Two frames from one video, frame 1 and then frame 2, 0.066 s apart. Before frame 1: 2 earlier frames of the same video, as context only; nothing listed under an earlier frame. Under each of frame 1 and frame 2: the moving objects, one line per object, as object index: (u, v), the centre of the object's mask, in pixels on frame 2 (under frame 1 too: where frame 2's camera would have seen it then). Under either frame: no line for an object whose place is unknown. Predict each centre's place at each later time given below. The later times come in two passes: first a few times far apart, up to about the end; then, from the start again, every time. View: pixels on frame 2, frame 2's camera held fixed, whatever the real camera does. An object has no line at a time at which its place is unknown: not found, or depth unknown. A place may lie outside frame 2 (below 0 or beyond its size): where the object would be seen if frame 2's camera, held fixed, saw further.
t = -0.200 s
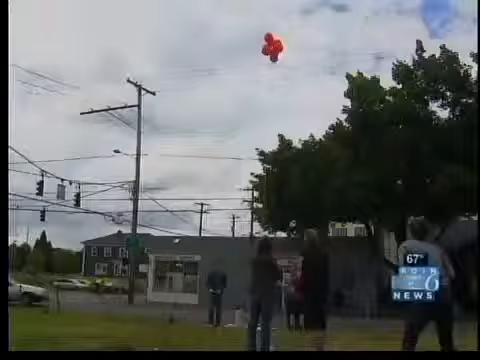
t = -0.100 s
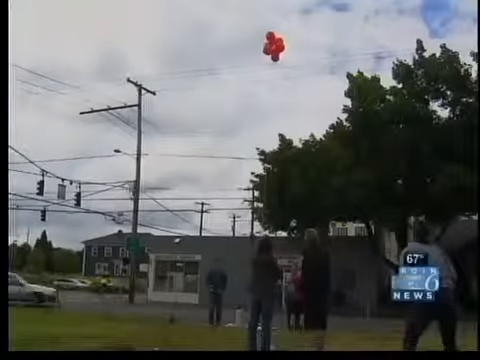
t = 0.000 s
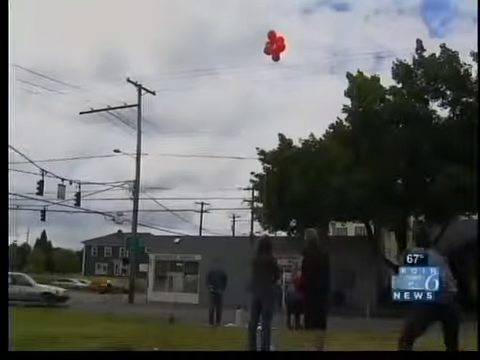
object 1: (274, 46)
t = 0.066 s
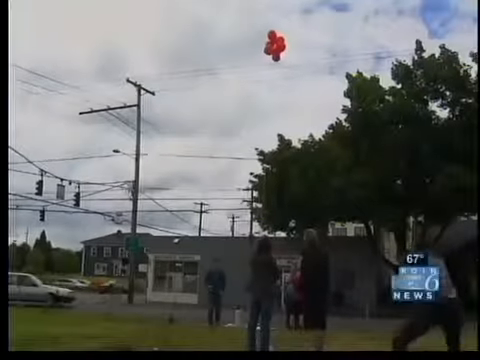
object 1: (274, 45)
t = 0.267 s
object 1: (277, 43)
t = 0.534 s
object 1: (278, 38)
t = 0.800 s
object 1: (276, 33)
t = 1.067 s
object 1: (275, 29)
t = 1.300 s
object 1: (275, 25)
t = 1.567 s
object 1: (277, 22)
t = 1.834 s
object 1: (277, 21)
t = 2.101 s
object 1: (277, 21)
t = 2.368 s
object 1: (279, 21)
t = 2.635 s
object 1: (285, 21)
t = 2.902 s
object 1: (292, 20)
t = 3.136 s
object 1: (293, 24)
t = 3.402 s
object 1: (292, 37)
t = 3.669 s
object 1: (290, 49)
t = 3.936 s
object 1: (289, 58)
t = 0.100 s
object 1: (275, 45)
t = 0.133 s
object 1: (275, 44)
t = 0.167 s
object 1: (276, 44)
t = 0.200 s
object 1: (276, 44)
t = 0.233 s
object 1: (276, 43)
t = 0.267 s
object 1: (277, 43)
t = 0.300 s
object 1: (277, 42)
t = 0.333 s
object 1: (277, 41)
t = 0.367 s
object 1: (277, 41)
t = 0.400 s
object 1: (277, 40)
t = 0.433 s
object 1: (278, 40)
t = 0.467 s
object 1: (278, 39)
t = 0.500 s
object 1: (278, 39)
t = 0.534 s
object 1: (278, 38)
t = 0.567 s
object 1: (277, 37)
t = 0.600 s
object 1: (277, 37)
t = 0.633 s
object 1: (277, 36)
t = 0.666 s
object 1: (277, 35)
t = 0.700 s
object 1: (276, 35)
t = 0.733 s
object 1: (276, 34)
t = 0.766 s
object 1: (276, 34)
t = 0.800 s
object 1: (276, 33)
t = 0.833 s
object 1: (276, 32)
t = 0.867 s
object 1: (275, 32)
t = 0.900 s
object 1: (275, 31)
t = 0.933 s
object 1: (275, 31)
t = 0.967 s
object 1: (275, 30)
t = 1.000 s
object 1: (275, 30)
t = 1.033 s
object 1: (275, 29)
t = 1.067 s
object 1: (275, 29)
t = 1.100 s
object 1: (275, 28)
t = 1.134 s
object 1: (275, 27)
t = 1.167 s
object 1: (275, 27)
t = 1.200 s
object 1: (275, 26)
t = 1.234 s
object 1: (275, 26)
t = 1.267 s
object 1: (275, 25)
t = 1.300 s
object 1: (275, 25)
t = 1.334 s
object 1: (276, 25)
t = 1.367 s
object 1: (276, 24)
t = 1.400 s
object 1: (276, 24)
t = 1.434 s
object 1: (276, 23)
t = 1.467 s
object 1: (276, 23)
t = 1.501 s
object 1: (277, 23)
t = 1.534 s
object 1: (277, 23)
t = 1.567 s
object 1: (277, 22)
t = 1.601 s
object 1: (277, 22)
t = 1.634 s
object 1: (277, 22)
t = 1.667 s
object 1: (277, 21)
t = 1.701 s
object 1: (277, 21)
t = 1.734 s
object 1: (277, 21)
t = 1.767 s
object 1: (277, 21)
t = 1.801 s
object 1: (277, 21)
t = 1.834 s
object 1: (277, 21)
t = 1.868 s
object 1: (277, 21)
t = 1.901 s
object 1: (277, 22)
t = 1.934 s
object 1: (277, 22)
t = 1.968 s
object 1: (277, 21)
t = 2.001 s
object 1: (277, 22)
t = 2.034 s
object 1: (277, 22)
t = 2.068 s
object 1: (277, 21)
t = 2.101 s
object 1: (277, 21)
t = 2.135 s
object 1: (277, 21)
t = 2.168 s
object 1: (277, 21)
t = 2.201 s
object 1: (278, 21)
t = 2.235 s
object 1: (278, 21)
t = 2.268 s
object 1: (278, 21)
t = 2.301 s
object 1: (278, 21)
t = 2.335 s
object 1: (279, 21)
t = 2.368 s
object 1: (279, 21)
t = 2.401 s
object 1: (280, 21)
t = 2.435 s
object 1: (280, 21)
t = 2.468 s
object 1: (281, 21)
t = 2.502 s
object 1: (281, 21)
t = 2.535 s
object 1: (282, 21)
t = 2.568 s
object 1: (283, 22)
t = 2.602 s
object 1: (284, 21)
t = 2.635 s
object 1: (285, 21)
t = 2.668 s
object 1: (285, 21)
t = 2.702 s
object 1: (287, 21)
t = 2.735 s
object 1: (288, 20)
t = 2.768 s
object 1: (289, 20)
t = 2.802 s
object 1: (289, 20)
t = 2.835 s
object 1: (290, 20)
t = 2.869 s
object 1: (291, 19)
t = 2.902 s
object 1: (292, 20)
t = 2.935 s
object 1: (292, 20)
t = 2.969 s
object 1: (293, 20)
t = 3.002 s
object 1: (293, 20)
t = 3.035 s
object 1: (293, 21)
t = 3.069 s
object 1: (293, 21)
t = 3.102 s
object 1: (293, 22)
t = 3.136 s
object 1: (293, 24)
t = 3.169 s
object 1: (293, 25)
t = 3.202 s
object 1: (293, 26)
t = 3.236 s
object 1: (293, 28)
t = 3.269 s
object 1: (292, 29)
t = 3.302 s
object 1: (292, 32)
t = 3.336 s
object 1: (292, 33)
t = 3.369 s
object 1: (292, 35)
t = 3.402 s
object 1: (292, 37)
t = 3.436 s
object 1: (292, 39)
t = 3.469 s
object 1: (291, 41)
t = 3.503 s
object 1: (291, 43)
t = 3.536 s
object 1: (291, 44)
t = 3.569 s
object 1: (291, 46)
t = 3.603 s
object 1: (291, 47)
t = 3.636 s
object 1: (291, 48)
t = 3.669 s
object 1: (290, 49)
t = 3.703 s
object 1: (290, 51)
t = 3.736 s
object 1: (290, 51)
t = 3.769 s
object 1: (289, 53)
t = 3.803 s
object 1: (289, 54)
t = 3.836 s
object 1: (289, 55)
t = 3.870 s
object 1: (289, 56)
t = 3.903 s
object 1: (289, 57)
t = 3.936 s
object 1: (289, 58)
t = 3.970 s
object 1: (289, 58)
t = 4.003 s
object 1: (289, 60)
